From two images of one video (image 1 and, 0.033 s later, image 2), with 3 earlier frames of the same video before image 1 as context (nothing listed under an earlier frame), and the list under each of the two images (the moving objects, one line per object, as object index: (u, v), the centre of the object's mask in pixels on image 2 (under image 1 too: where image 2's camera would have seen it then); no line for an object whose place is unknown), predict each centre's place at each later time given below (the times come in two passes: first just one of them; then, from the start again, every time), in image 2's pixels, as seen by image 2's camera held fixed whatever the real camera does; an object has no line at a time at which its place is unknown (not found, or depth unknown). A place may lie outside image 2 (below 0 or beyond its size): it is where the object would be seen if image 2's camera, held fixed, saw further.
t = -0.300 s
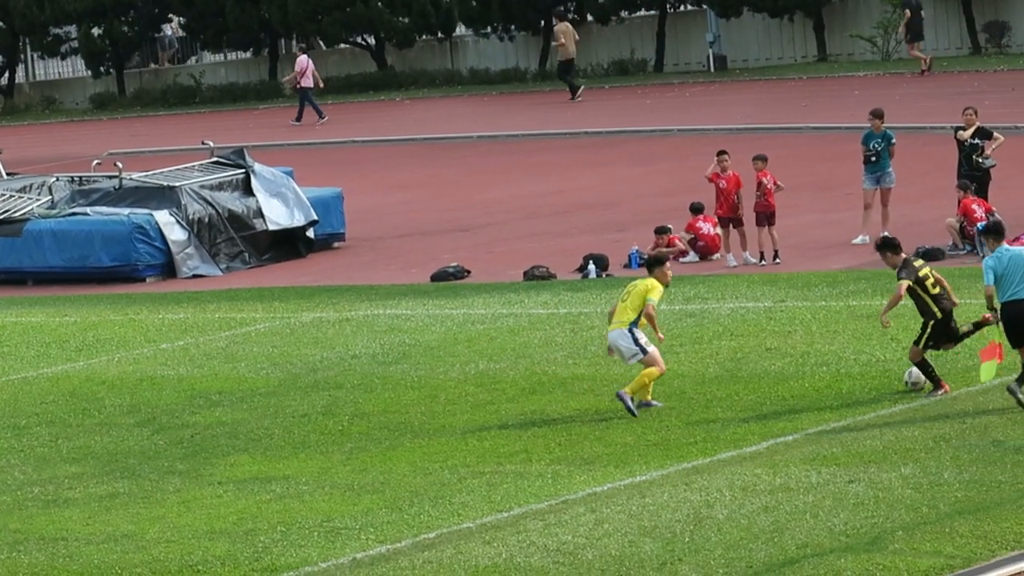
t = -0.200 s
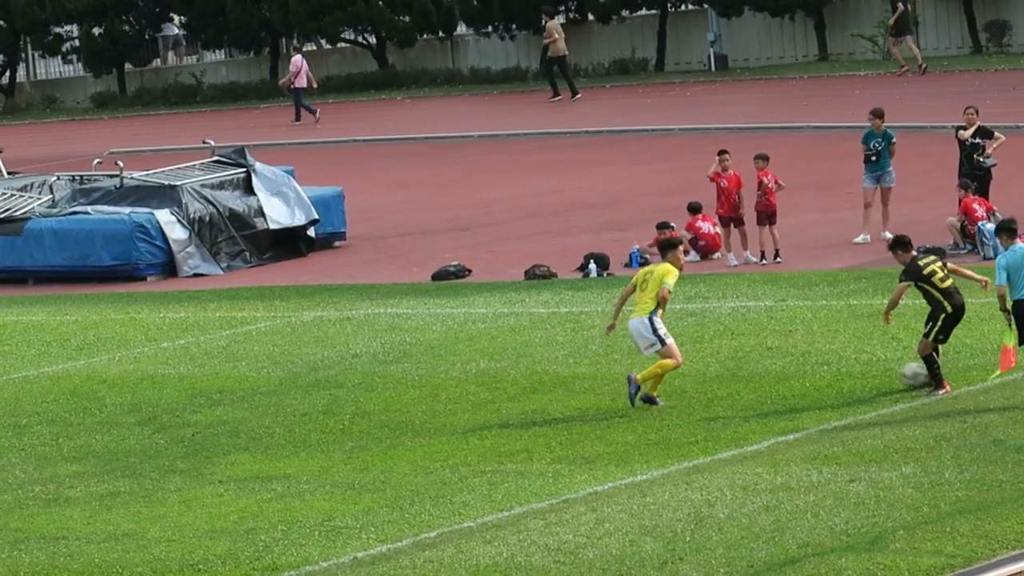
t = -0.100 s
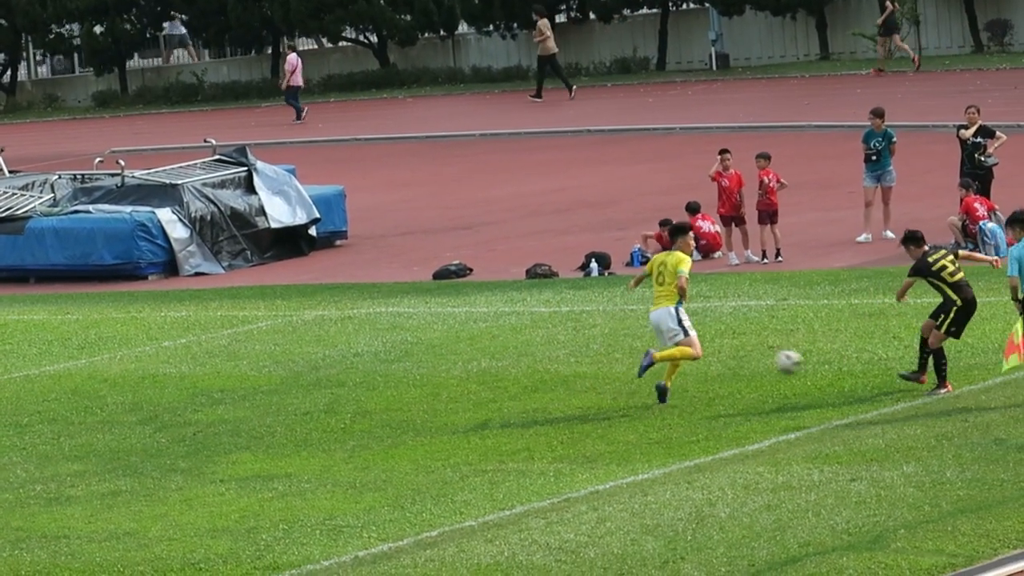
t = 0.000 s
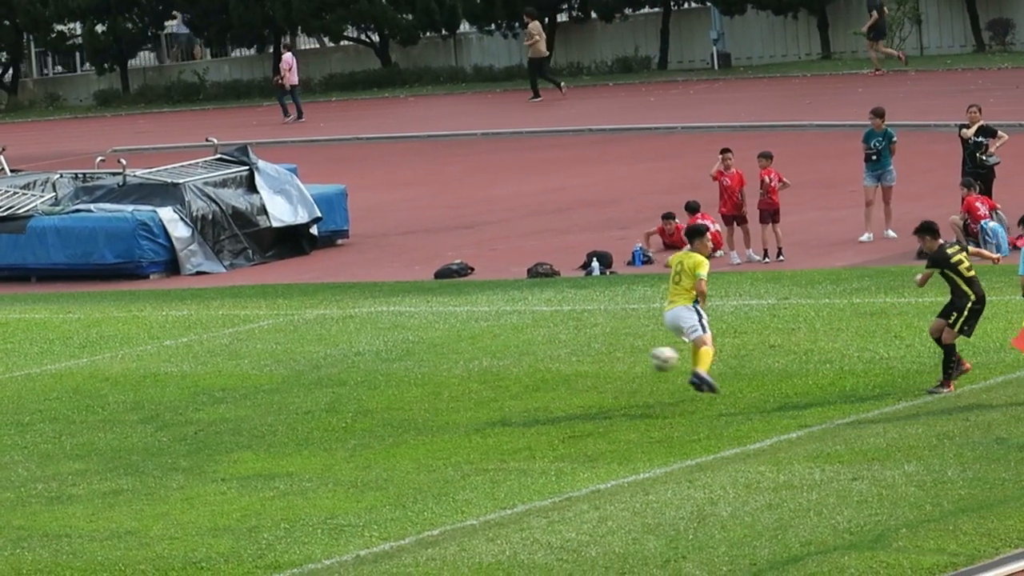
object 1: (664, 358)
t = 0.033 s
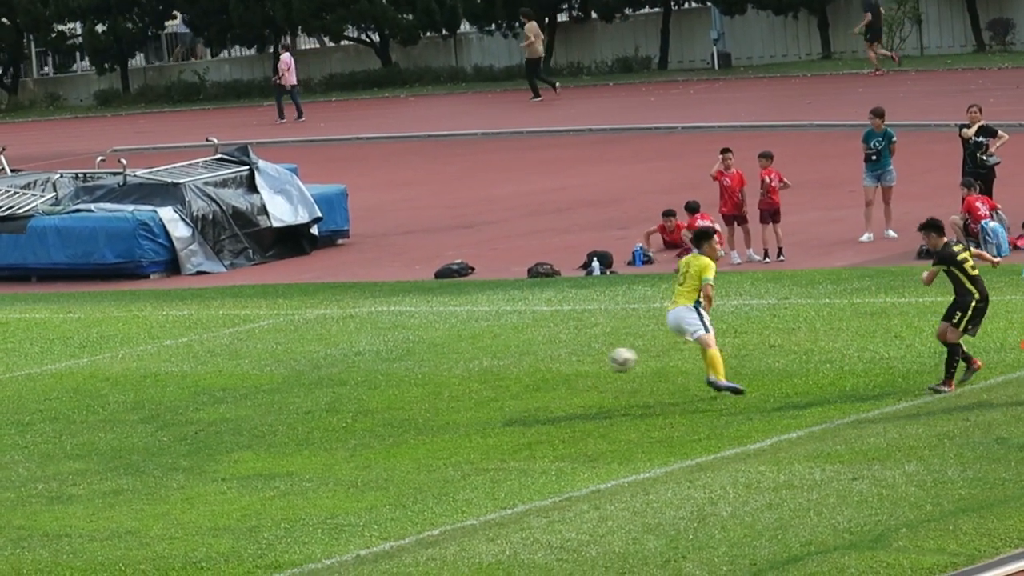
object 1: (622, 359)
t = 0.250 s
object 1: (351, 392)
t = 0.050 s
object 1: (601, 360)
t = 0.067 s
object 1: (579, 361)
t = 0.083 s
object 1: (559, 363)
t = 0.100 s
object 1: (538, 365)
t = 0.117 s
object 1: (517, 367)
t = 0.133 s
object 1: (496, 369)
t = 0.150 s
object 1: (475, 372)
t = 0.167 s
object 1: (455, 374)
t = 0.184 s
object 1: (434, 378)
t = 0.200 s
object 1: (413, 380)
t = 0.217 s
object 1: (393, 384)
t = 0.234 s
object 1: (371, 388)
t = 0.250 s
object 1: (351, 392)
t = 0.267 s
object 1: (330, 397)
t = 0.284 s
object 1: (310, 402)
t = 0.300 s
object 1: (289, 407)
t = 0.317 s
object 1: (269, 412)
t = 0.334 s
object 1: (248, 418)
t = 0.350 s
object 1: (226, 424)
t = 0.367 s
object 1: (206, 430)
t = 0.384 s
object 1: (185, 436)
